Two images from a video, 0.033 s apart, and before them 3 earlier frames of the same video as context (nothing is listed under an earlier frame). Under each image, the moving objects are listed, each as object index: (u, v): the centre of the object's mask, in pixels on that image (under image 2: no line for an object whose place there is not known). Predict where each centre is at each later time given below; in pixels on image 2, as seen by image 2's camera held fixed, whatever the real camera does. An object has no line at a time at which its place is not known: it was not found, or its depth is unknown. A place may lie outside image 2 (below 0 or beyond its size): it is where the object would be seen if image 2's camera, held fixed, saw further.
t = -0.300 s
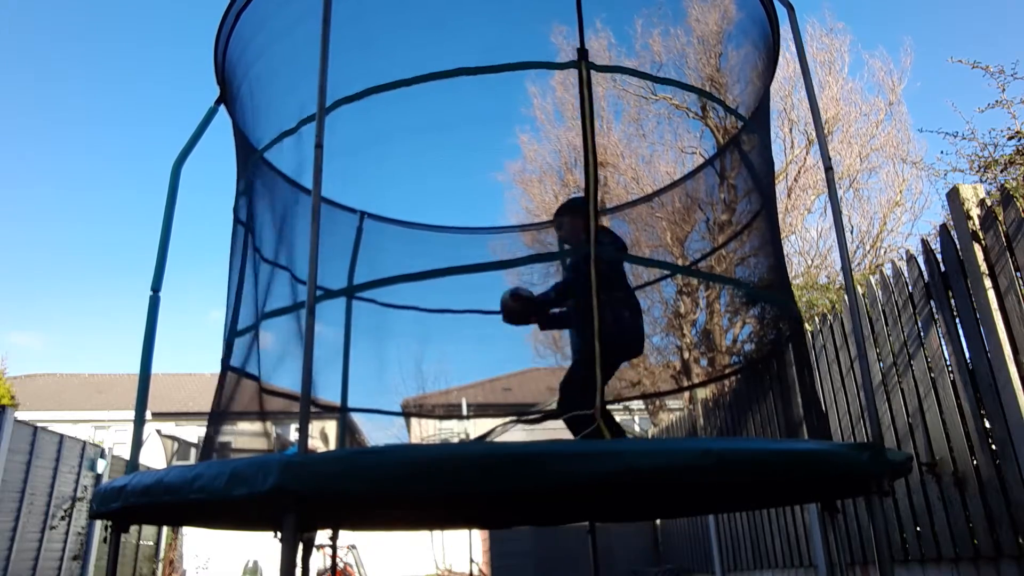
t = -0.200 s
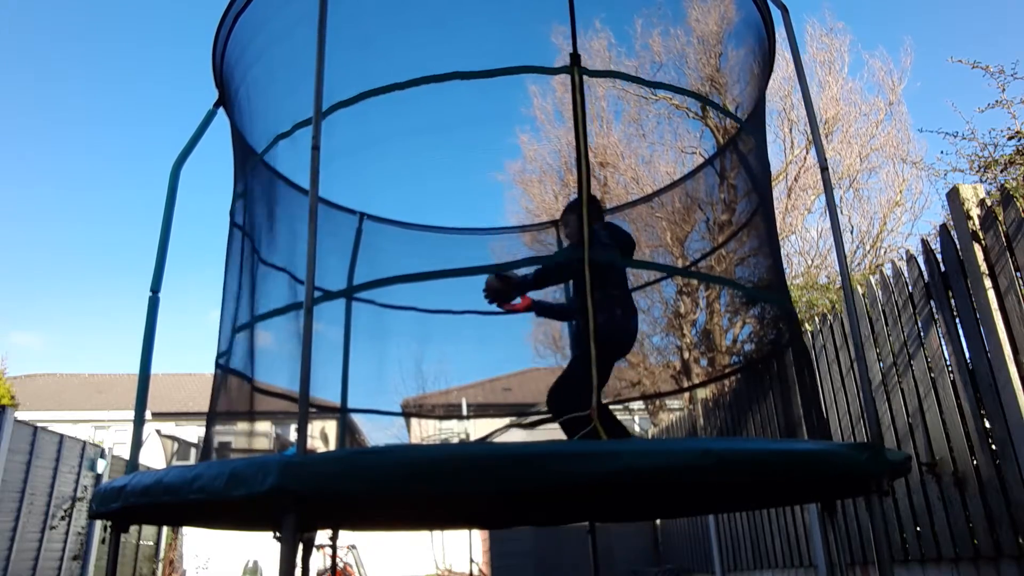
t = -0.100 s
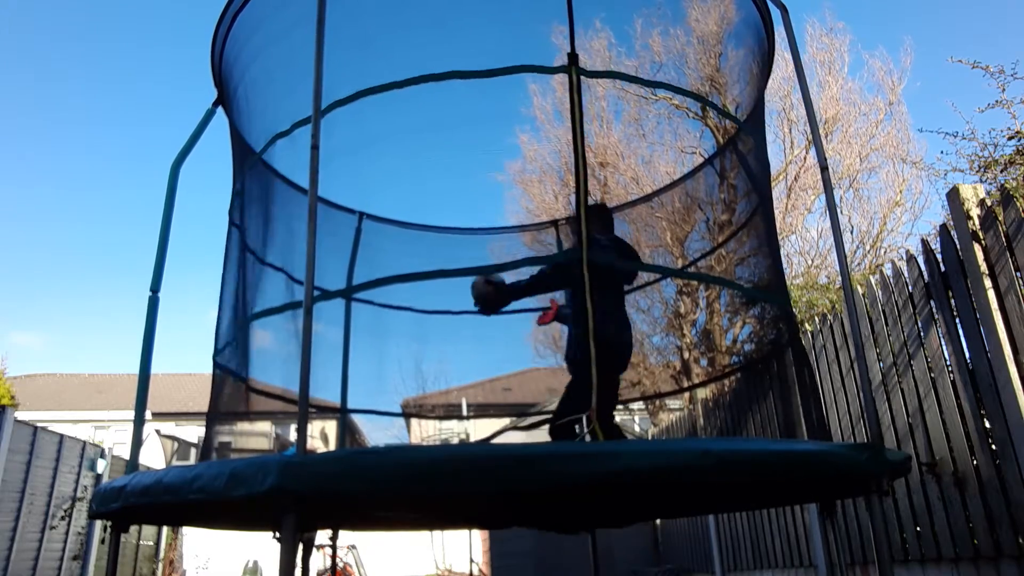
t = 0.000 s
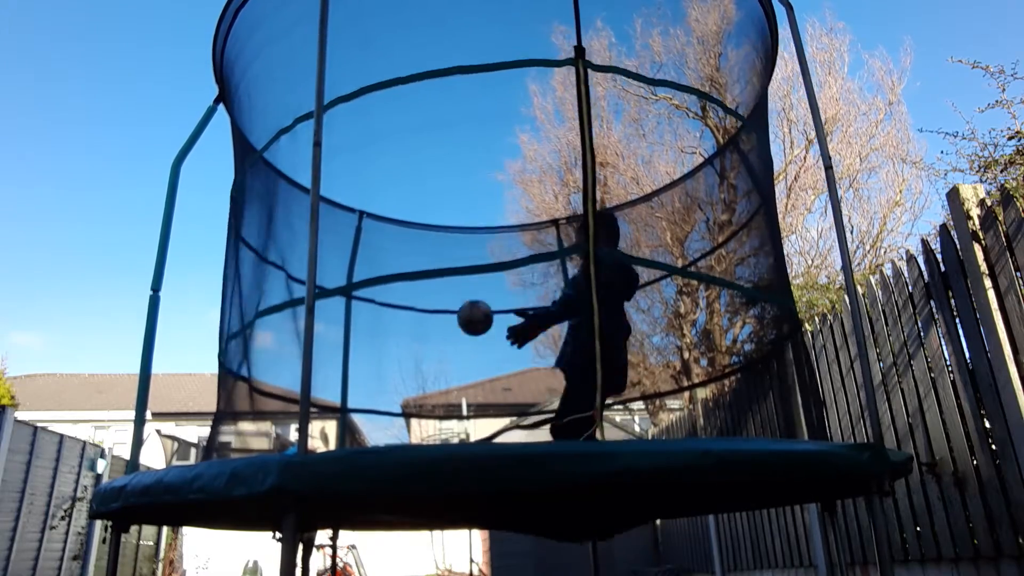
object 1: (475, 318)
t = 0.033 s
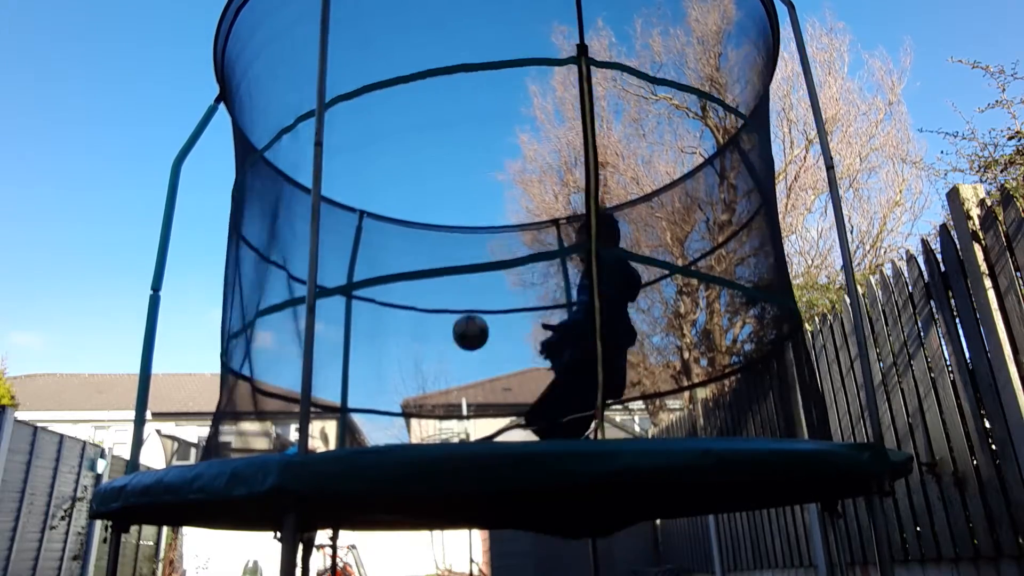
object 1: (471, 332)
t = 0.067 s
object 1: (466, 350)
